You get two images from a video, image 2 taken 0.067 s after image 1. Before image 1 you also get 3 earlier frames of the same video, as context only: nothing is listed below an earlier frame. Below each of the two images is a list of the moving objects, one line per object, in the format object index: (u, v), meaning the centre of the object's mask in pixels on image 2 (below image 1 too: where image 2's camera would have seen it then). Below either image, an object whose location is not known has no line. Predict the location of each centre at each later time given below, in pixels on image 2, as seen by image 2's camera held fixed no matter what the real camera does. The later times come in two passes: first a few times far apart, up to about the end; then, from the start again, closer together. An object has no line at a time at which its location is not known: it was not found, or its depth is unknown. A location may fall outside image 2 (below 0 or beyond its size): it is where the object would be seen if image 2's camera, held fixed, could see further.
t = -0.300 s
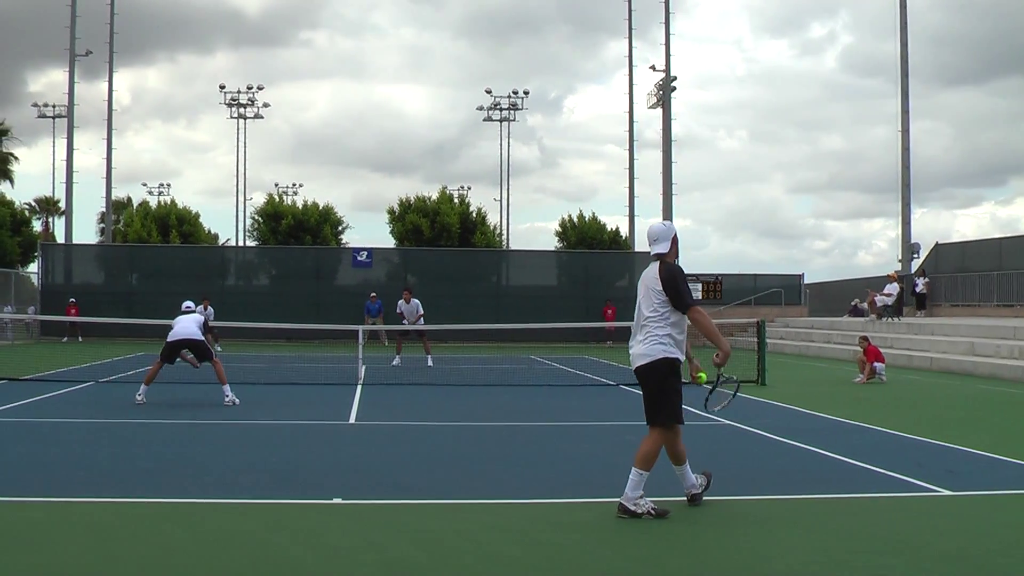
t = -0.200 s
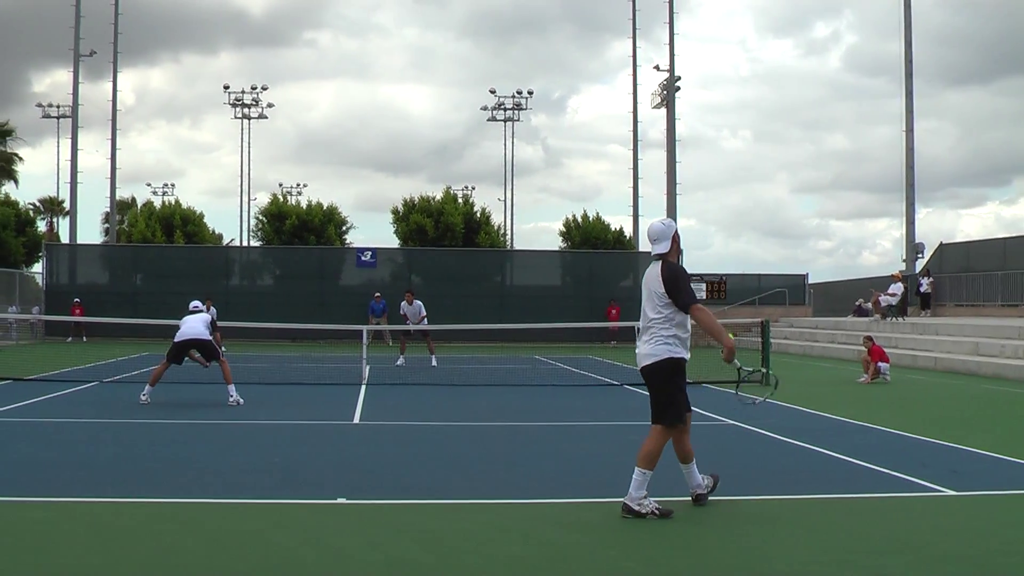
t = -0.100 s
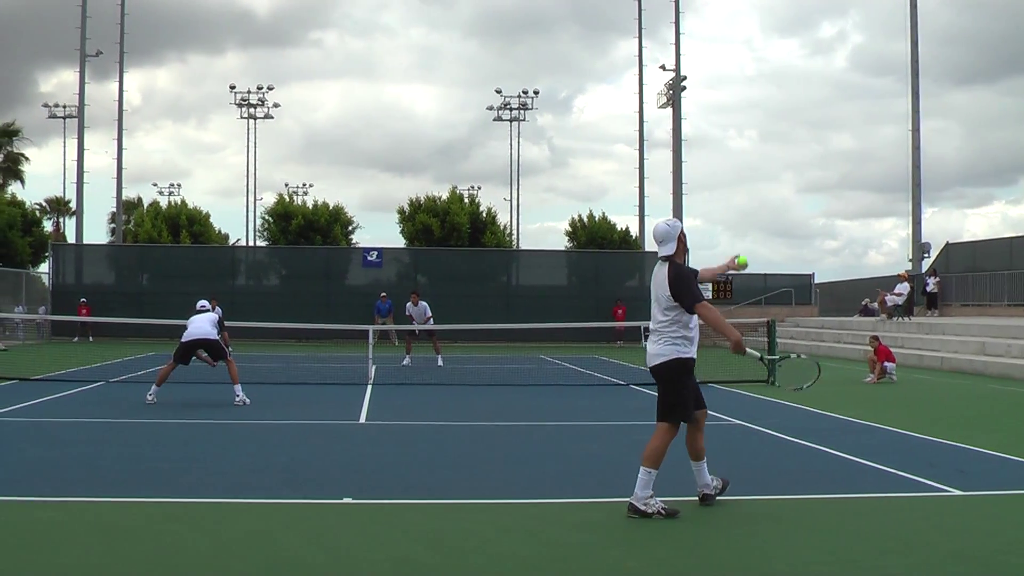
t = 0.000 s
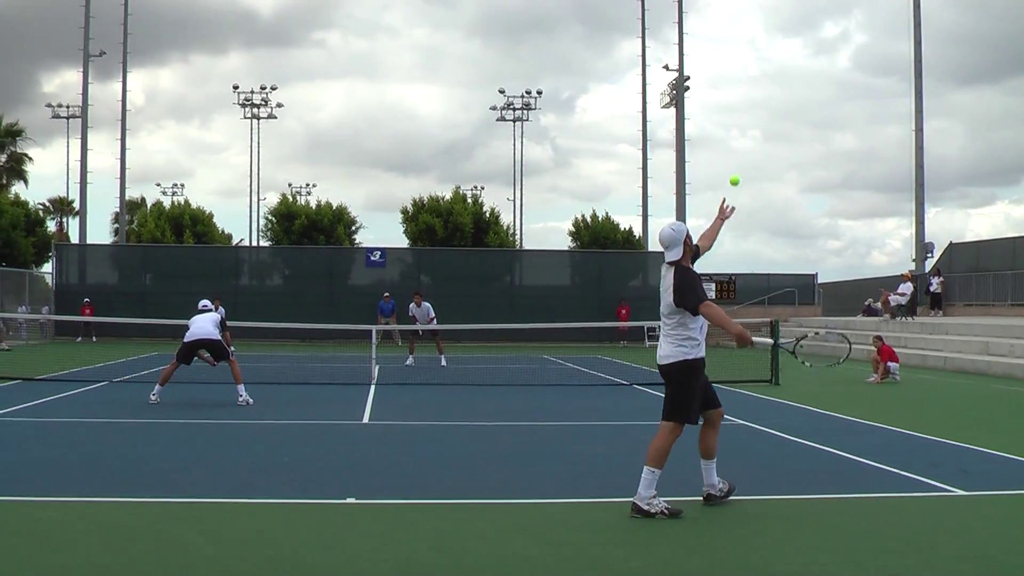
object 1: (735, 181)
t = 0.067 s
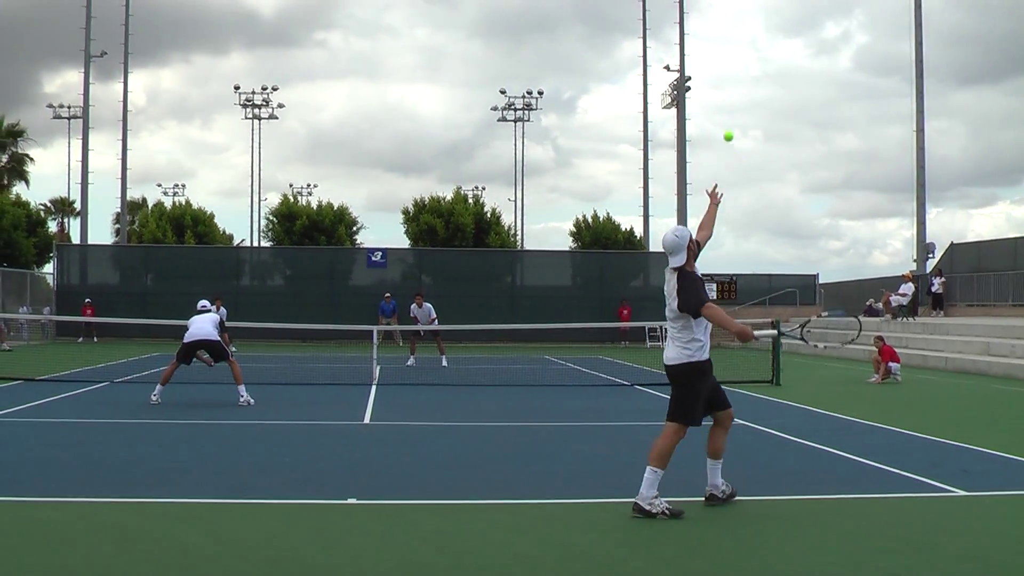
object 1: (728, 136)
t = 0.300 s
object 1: (703, 35)
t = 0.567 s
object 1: (677, 19)
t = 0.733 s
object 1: (662, 61)
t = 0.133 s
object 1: (721, 99)
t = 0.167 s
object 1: (718, 82)
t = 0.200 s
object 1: (714, 68)
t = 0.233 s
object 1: (710, 56)
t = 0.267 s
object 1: (707, 44)
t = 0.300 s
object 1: (703, 35)
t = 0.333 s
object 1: (700, 27)
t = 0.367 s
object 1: (697, 22)
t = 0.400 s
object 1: (694, 17)
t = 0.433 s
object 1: (690, 14)
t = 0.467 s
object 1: (687, 14)
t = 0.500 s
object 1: (684, 13)
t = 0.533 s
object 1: (681, 16)
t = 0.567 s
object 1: (677, 19)
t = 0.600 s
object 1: (674, 24)
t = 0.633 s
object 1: (671, 31)
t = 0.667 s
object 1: (668, 39)
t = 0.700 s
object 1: (665, 49)
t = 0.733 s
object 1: (662, 61)
